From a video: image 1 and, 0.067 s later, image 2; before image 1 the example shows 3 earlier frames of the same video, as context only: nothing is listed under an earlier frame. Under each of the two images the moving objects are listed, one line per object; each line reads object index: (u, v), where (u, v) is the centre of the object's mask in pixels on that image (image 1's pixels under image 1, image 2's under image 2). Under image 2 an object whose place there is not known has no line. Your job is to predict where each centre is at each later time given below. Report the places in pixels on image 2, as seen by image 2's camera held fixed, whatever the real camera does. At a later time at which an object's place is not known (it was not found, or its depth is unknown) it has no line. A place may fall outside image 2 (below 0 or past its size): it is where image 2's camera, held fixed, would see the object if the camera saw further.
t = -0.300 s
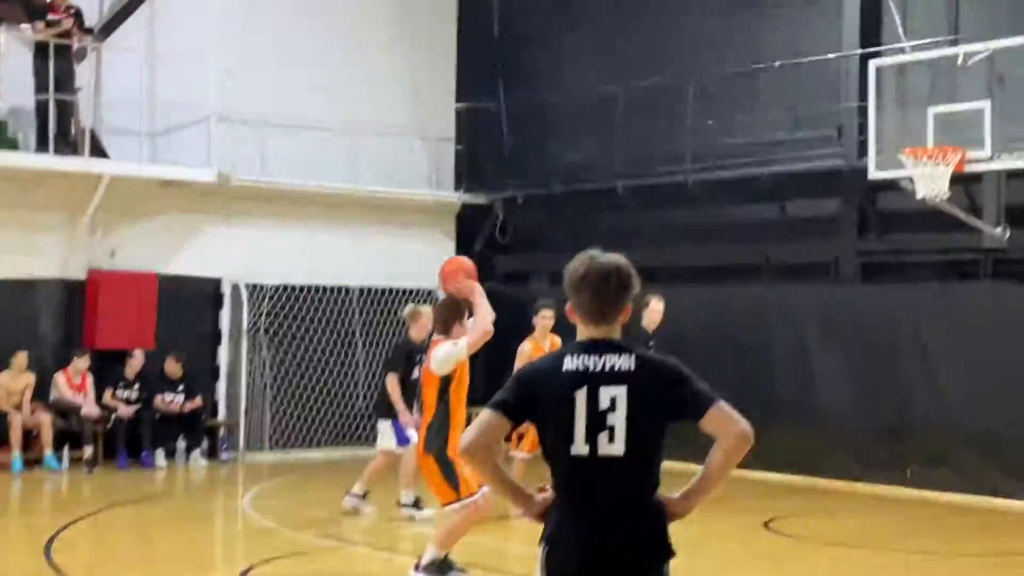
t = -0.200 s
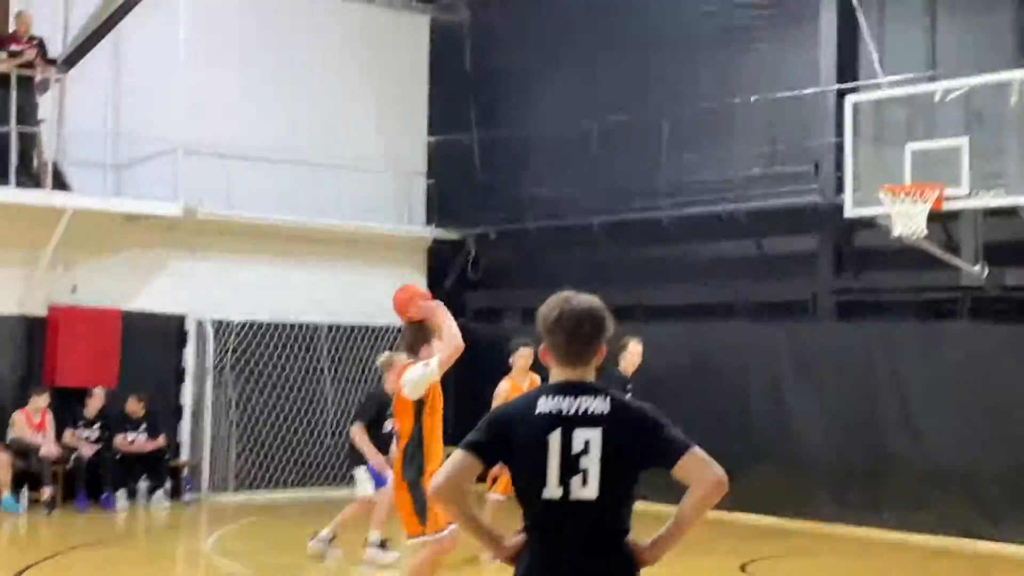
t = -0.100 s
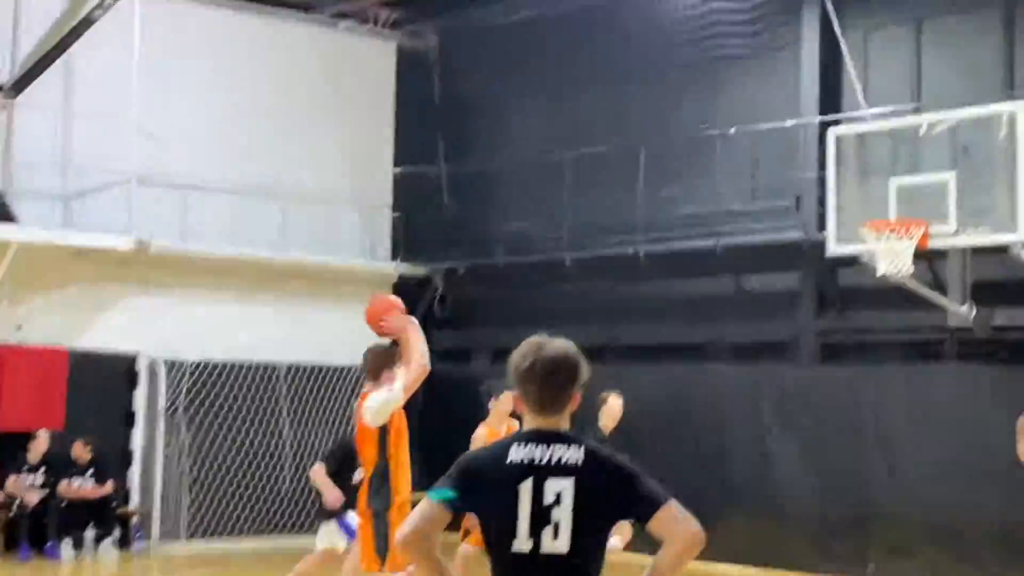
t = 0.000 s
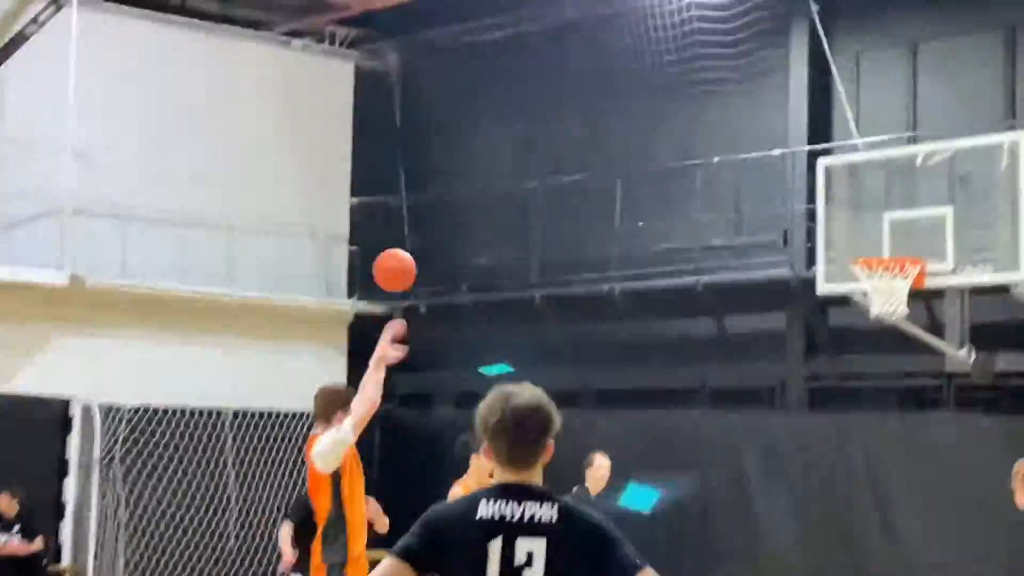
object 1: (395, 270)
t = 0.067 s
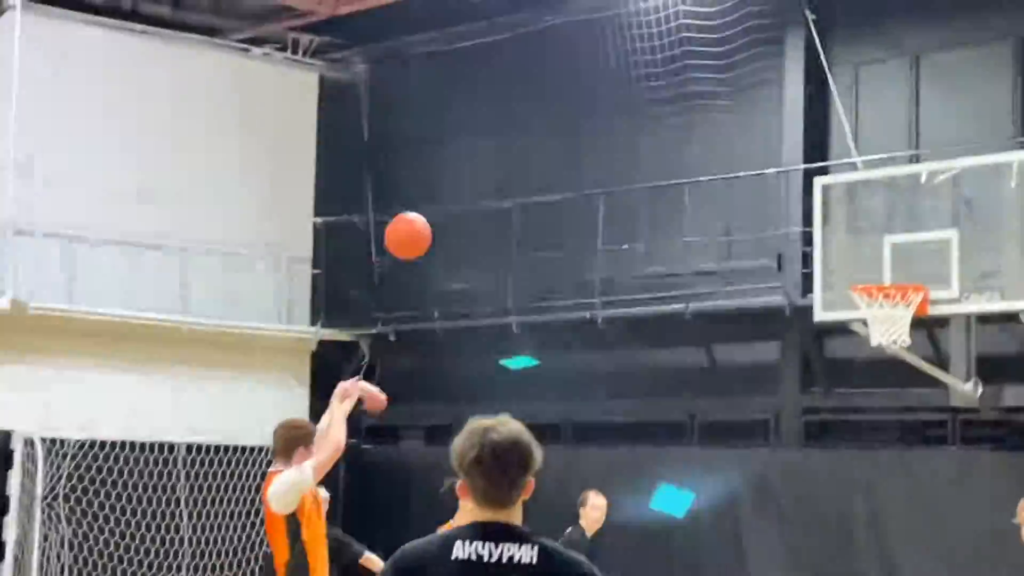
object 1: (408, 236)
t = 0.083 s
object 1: (421, 222)
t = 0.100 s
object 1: (430, 212)
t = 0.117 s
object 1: (442, 200)
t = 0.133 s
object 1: (453, 188)
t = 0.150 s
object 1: (463, 180)
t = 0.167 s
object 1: (474, 168)
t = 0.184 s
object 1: (486, 158)
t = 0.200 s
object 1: (494, 151)
